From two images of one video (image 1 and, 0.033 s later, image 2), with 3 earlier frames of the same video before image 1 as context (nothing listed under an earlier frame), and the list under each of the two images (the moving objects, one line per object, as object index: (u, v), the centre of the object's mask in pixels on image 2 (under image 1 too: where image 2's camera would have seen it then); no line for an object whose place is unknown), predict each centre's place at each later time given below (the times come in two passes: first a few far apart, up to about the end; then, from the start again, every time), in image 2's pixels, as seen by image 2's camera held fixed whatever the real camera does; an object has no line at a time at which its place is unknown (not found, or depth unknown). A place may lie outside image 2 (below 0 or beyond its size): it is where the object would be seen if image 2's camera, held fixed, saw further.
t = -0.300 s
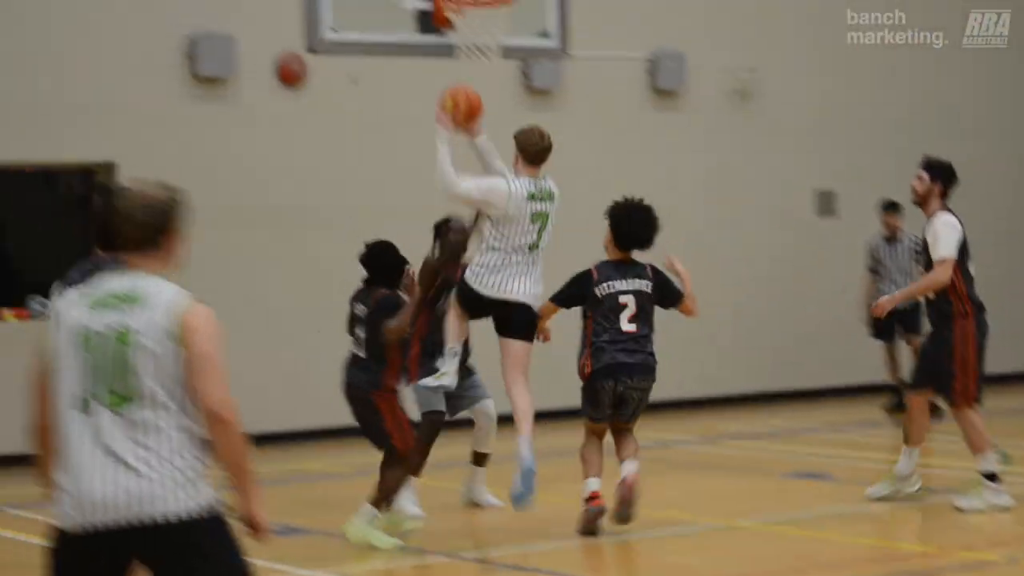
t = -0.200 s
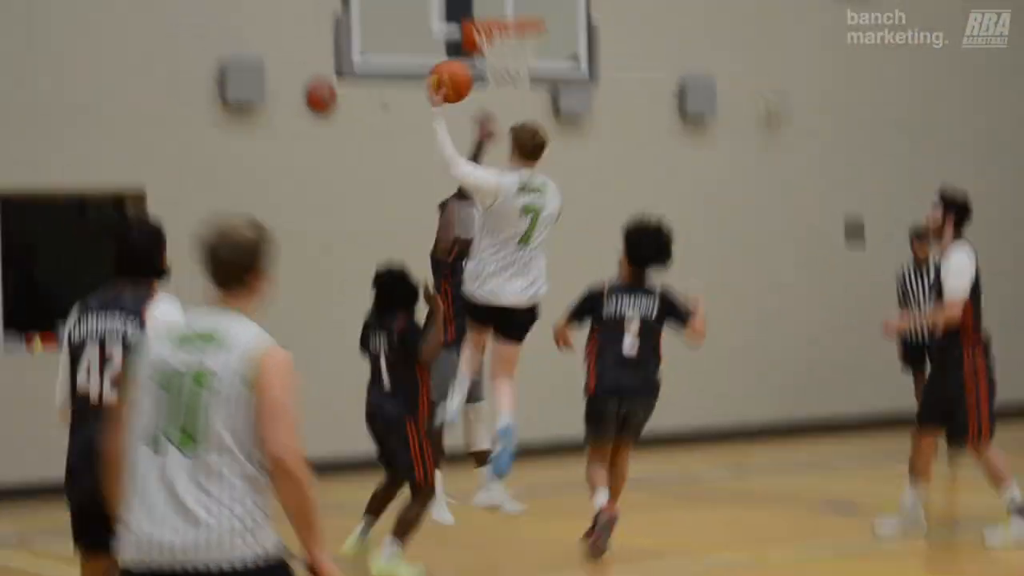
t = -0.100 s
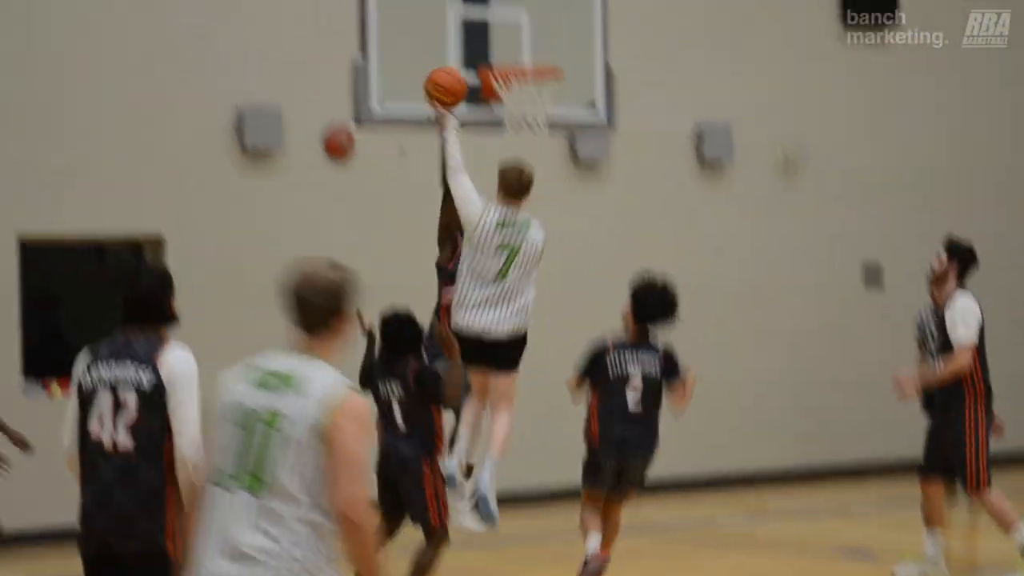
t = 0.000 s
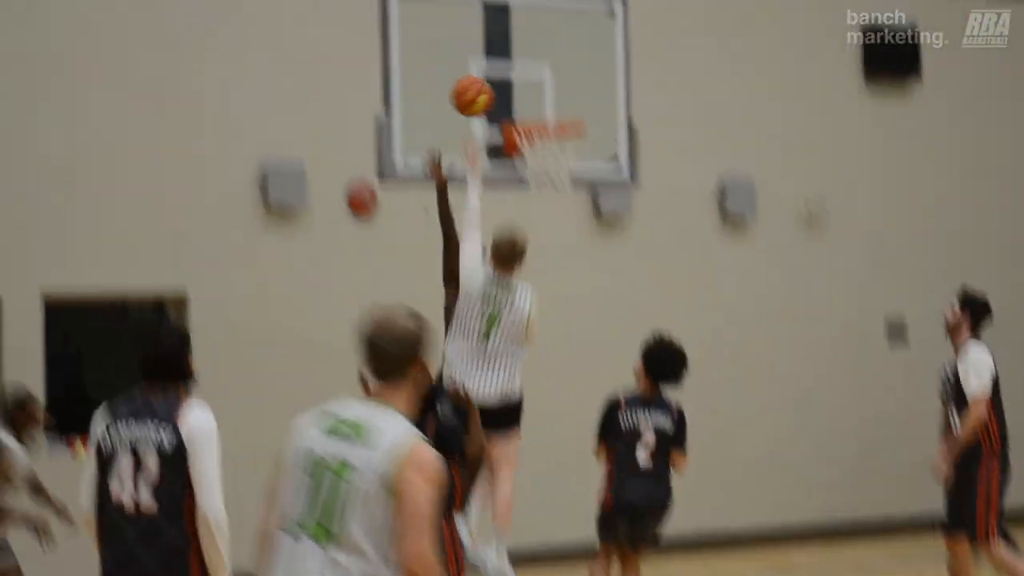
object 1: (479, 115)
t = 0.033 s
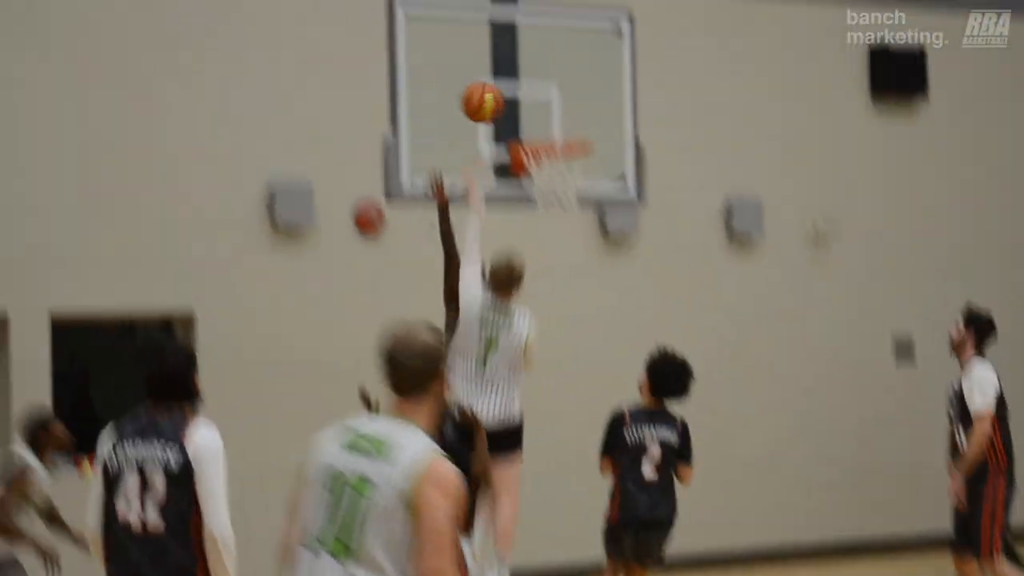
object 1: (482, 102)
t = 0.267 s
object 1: (502, 70)
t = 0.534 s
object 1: (531, 123)
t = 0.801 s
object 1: (578, 188)
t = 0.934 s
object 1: (574, 213)
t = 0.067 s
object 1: (485, 91)
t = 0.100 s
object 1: (488, 82)
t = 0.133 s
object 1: (490, 76)
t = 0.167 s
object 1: (493, 73)
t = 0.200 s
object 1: (496, 71)
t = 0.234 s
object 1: (498, 69)
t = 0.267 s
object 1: (502, 70)
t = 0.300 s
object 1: (505, 73)
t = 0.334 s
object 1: (508, 77)
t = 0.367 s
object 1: (510, 83)
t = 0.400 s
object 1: (513, 91)
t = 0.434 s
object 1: (515, 101)
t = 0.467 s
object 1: (518, 112)
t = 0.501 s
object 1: (523, 118)
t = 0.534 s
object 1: (531, 123)
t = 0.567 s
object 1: (538, 128)
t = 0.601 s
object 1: (547, 132)
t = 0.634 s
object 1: (555, 146)
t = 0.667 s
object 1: (563, 158)
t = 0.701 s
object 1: (572, 172)
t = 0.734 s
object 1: (577, 182)
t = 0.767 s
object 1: (578, 185)
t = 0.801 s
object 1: (578, 188)
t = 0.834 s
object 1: (577, 191)
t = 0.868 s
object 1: (576, 201)
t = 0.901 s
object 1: (575, 205)
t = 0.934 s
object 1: (574, 213)
